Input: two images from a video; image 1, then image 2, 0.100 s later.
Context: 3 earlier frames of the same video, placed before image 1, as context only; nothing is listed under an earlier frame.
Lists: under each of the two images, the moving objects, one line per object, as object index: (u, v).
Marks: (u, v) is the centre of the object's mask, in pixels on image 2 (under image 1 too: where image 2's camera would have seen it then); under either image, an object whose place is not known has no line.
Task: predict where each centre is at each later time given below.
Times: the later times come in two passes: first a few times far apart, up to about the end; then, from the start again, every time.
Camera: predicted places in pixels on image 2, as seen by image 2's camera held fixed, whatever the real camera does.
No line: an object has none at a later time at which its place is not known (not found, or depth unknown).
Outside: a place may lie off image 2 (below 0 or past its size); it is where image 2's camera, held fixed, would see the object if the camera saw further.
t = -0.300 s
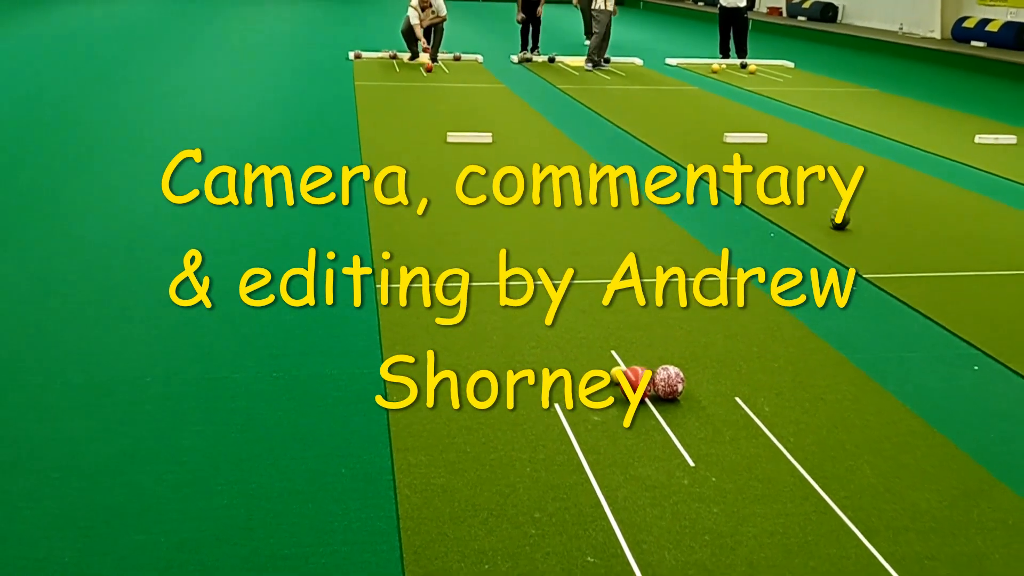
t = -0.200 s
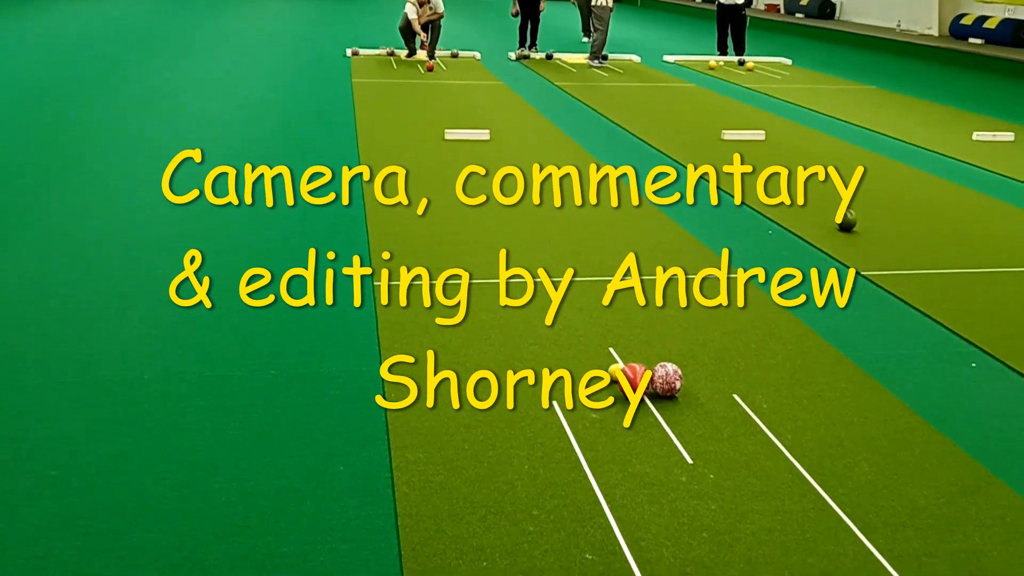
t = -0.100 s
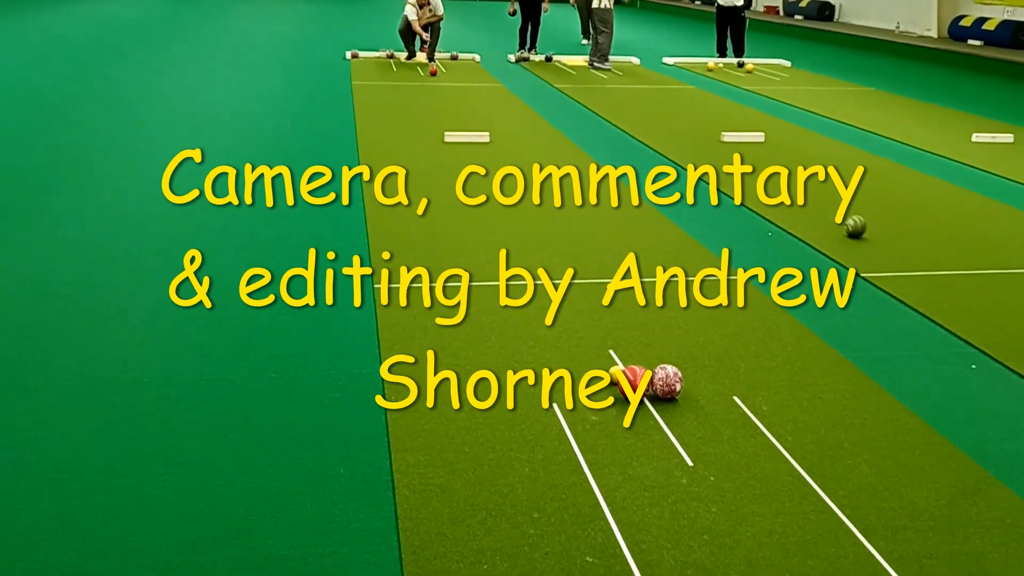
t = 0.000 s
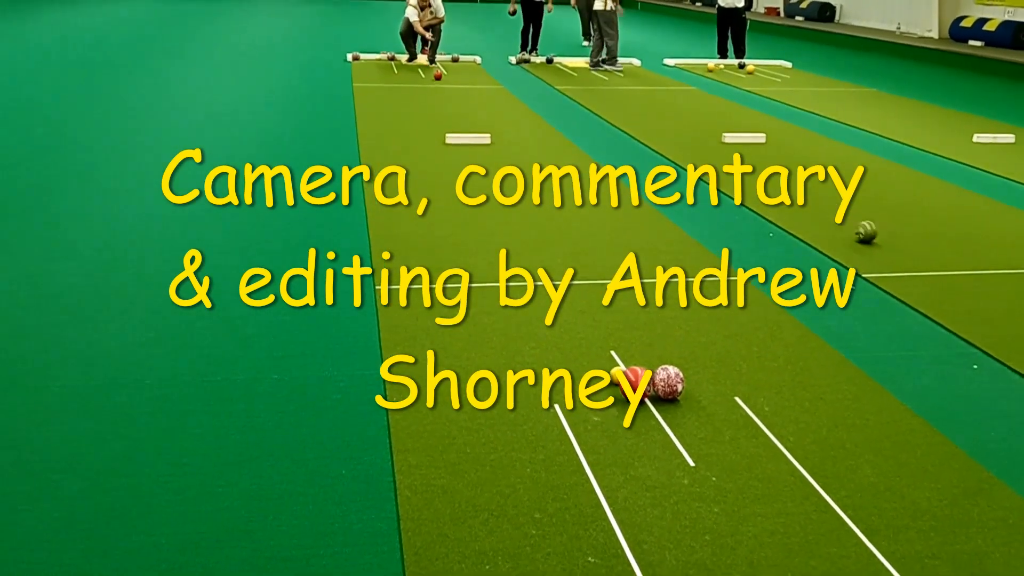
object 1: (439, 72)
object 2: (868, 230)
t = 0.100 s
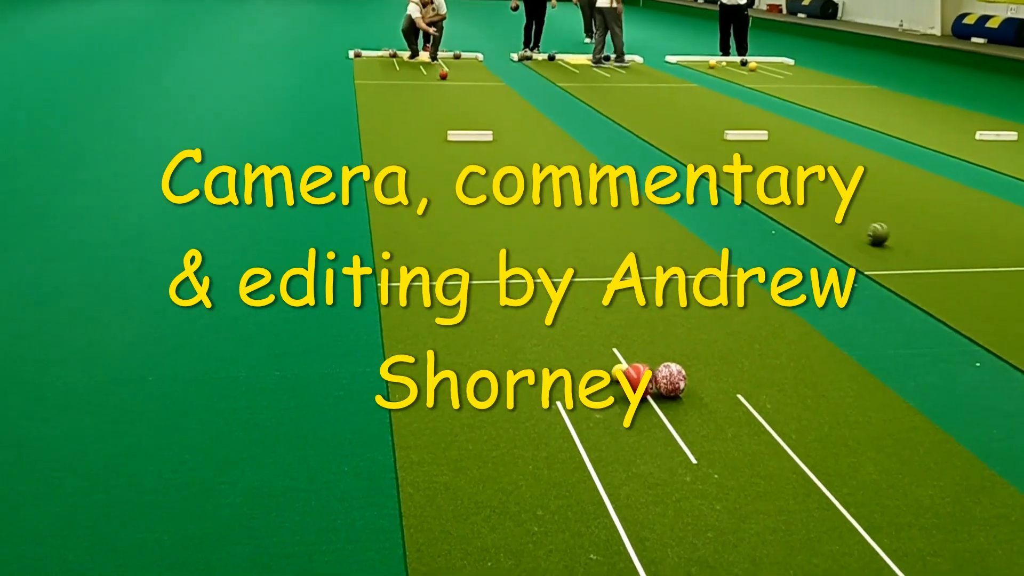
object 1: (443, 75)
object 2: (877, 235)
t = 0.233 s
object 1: (448, 78)
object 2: (890, 241)
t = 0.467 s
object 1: (456, 83)
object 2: (912, 252)
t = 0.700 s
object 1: (464, 89)
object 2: (935, 263)
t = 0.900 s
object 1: (471, 94)
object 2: (955, 272)
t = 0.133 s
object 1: (444, 75)
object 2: (881, 236)
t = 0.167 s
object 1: (445, 76)
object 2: (884, 238)
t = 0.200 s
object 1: (447, 77)
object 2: (887, 239)
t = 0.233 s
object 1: (448, 78)
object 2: (890, 241)
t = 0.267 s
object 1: (449, 79)
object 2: (893, 243)
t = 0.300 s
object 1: (450, 79)
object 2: (896, 244)
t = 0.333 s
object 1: (452, 80)
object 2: (900, 246)
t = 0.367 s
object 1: (453, 81)
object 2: (903, 247)
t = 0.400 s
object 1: (454, 81)
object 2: (906, 249)
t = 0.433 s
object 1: (455, 82)
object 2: (909, 250)
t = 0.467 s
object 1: (456, 83)
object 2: (912, 252)
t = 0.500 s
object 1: (457, 84)
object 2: (916, 253)
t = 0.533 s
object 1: (459, 85)
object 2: (919, 255)
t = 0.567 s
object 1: (460, 86)
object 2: (922, 257)
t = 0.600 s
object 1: (461, 87)
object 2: (926, 258)
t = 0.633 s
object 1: (462, 87)
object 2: (929, 259)
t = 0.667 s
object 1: (463, 88)
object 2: (932, 261)
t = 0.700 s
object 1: (464, 89)
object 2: (935, 263)
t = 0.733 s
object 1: (465, 90)
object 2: (939, 264)
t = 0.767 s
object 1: (467, 91)
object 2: (942, 266)
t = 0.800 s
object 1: (467, 92)
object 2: (946, 267)
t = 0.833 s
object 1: (469, 92)
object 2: (949, 269)
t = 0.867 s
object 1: (470, 93)
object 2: (952, 270)
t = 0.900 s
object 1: (471, 94)
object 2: (955, 272)
